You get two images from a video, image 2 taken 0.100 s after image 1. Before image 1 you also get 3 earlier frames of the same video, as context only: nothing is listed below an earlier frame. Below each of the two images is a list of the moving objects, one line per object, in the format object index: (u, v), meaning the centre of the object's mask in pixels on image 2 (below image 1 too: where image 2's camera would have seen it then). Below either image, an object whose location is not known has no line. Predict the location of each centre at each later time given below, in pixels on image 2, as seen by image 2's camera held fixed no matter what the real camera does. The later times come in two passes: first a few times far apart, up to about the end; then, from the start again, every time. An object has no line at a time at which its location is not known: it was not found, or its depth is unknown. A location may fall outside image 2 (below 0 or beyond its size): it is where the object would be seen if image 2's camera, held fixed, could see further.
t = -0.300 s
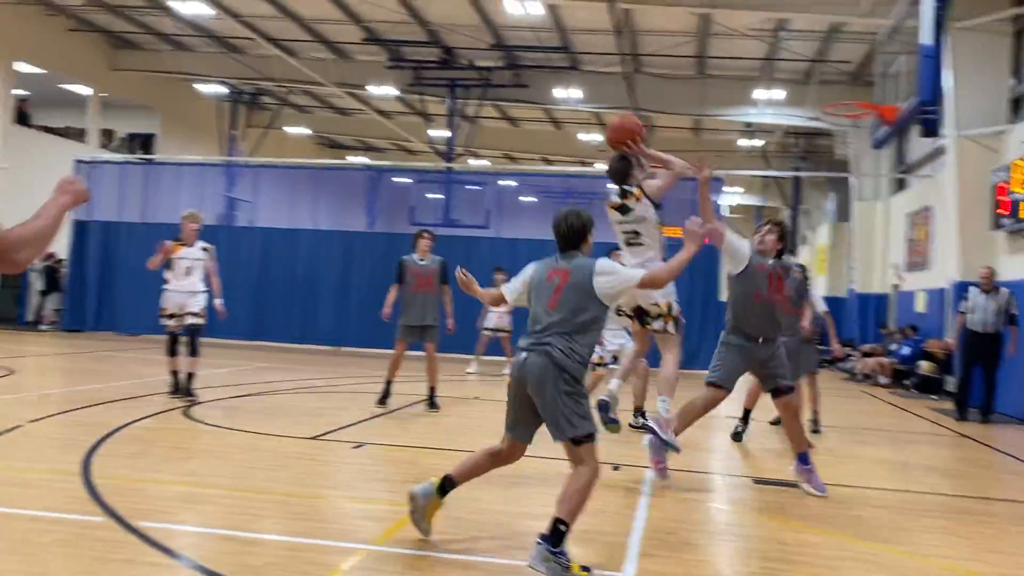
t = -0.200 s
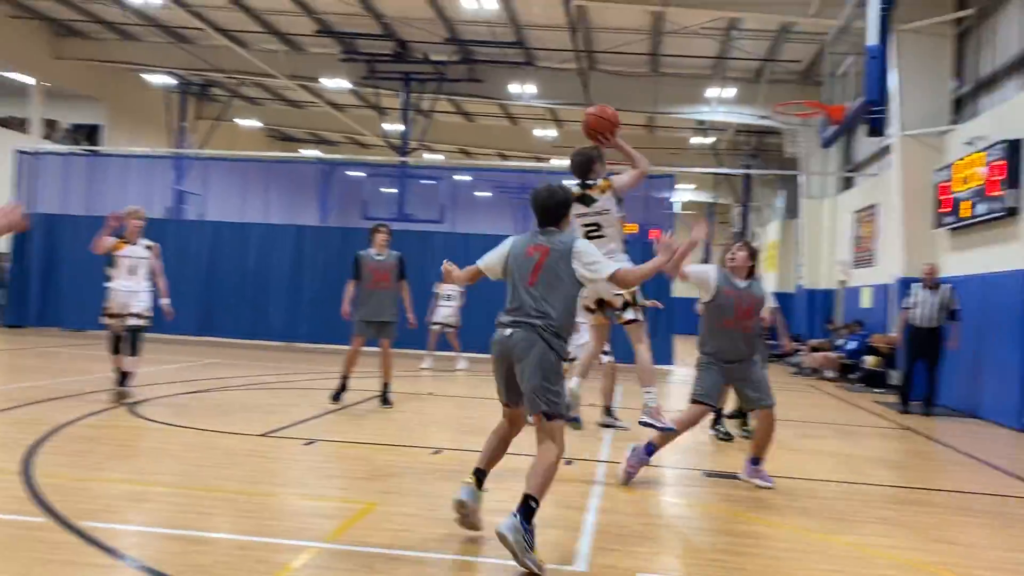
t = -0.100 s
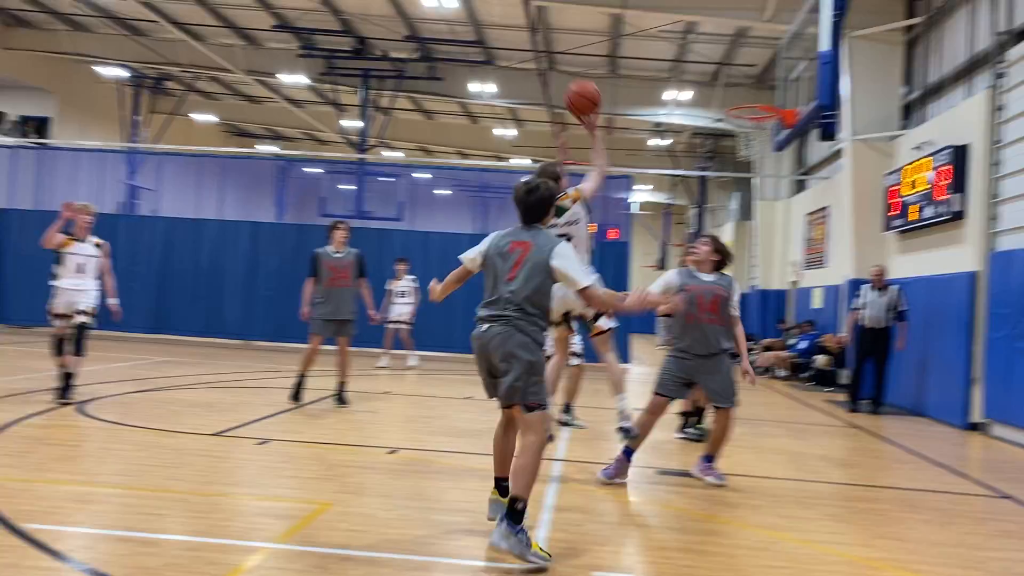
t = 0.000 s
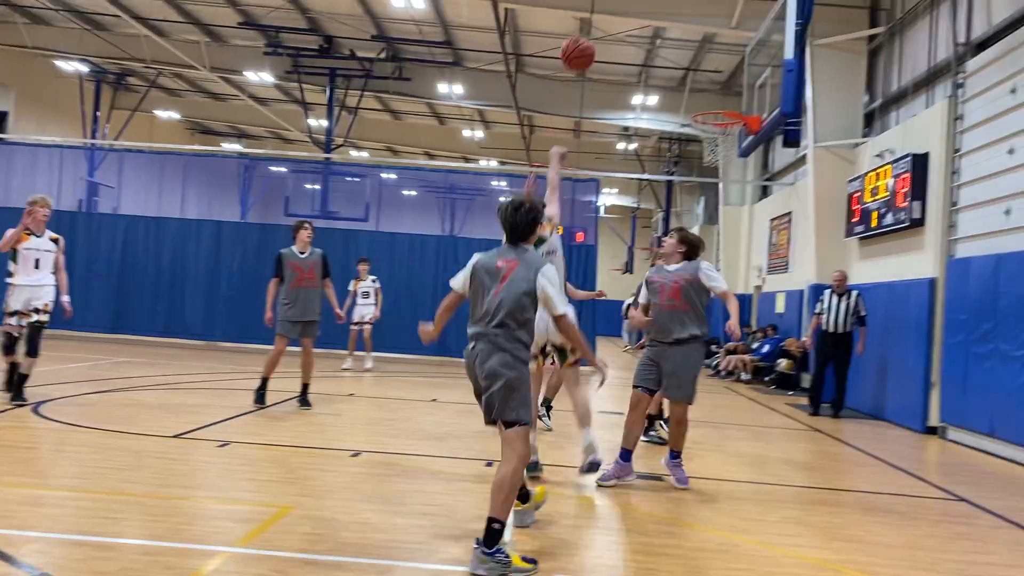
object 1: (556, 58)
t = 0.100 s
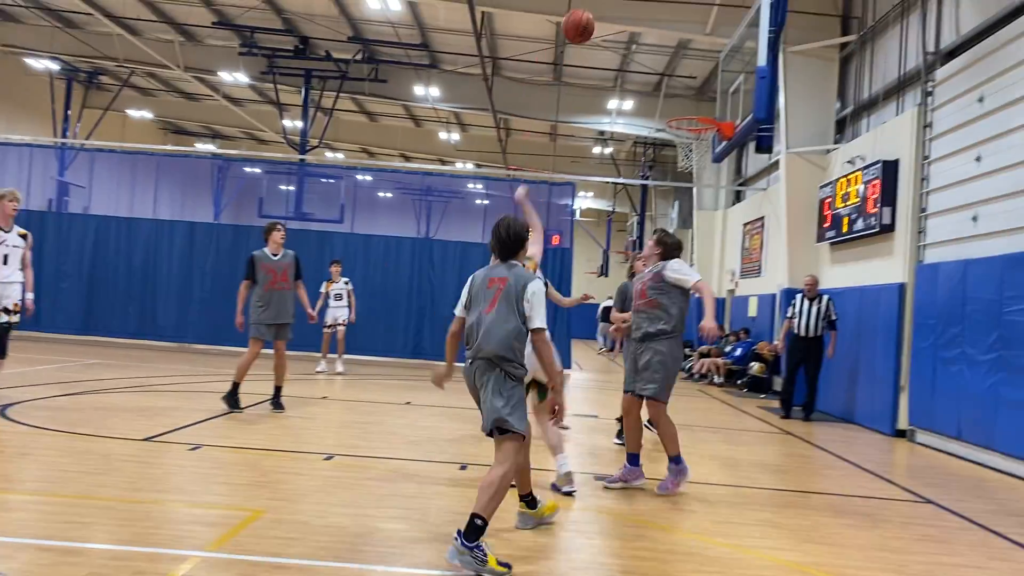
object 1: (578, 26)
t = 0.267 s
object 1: (608, 10)
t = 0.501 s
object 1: (642, 40)
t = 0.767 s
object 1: (652, 116)
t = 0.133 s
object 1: (585, 20)
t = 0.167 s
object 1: (591, 15)
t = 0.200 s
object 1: (597, 12)
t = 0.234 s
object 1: (603, 11)
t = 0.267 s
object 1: (608, 10)
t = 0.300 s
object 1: (614, 11)
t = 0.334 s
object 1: (619, 13)
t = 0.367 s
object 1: (624, 15)
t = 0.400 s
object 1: (629, 19)
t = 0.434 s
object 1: (634, 25)
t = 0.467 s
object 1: (638, 32)
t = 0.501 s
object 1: (642, 40)
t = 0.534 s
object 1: (646, 48)
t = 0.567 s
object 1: (651, 58)
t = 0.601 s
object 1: (654, 69)
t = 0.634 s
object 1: (657, 81)
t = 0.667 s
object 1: (661, 93)
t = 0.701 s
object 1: (664, 107)
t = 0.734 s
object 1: (662, 114)
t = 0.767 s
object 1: (652, 116)
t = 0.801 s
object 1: (643, 119)
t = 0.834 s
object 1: (633, 125)
